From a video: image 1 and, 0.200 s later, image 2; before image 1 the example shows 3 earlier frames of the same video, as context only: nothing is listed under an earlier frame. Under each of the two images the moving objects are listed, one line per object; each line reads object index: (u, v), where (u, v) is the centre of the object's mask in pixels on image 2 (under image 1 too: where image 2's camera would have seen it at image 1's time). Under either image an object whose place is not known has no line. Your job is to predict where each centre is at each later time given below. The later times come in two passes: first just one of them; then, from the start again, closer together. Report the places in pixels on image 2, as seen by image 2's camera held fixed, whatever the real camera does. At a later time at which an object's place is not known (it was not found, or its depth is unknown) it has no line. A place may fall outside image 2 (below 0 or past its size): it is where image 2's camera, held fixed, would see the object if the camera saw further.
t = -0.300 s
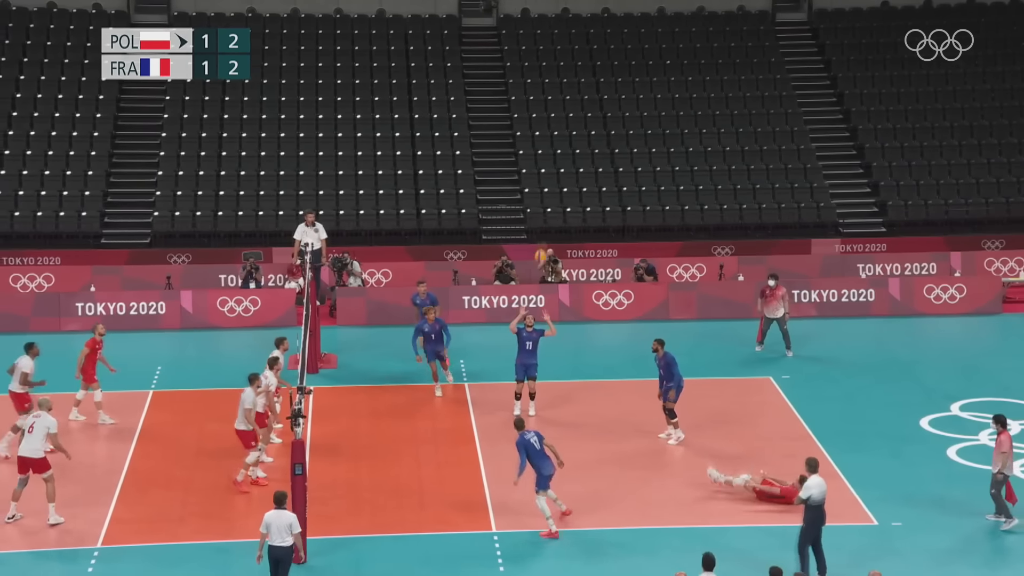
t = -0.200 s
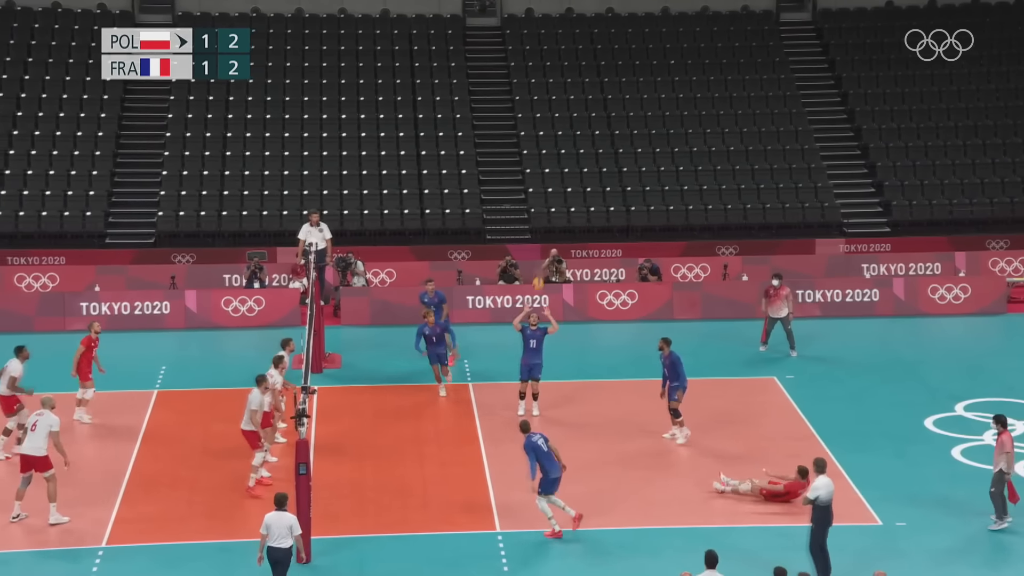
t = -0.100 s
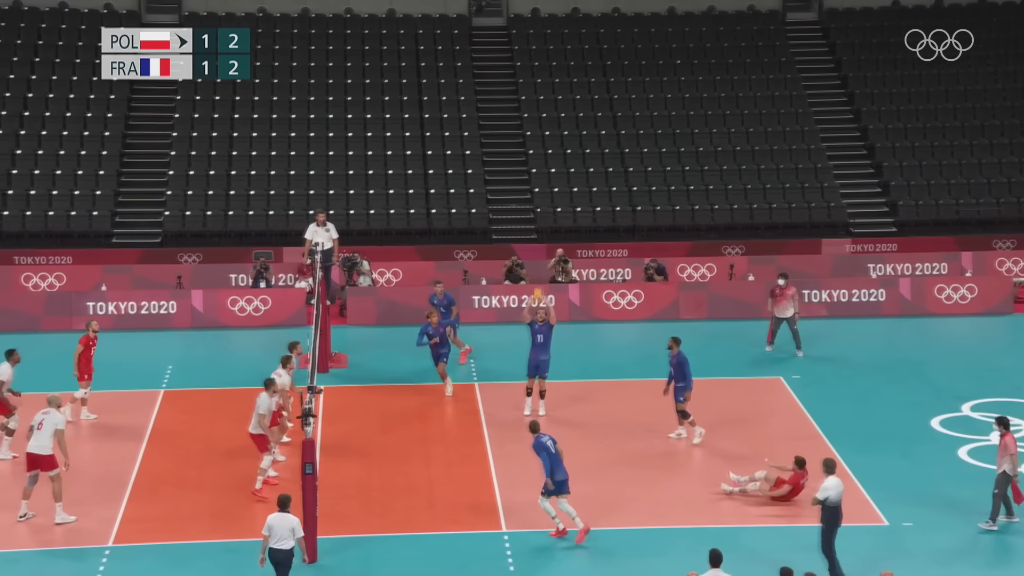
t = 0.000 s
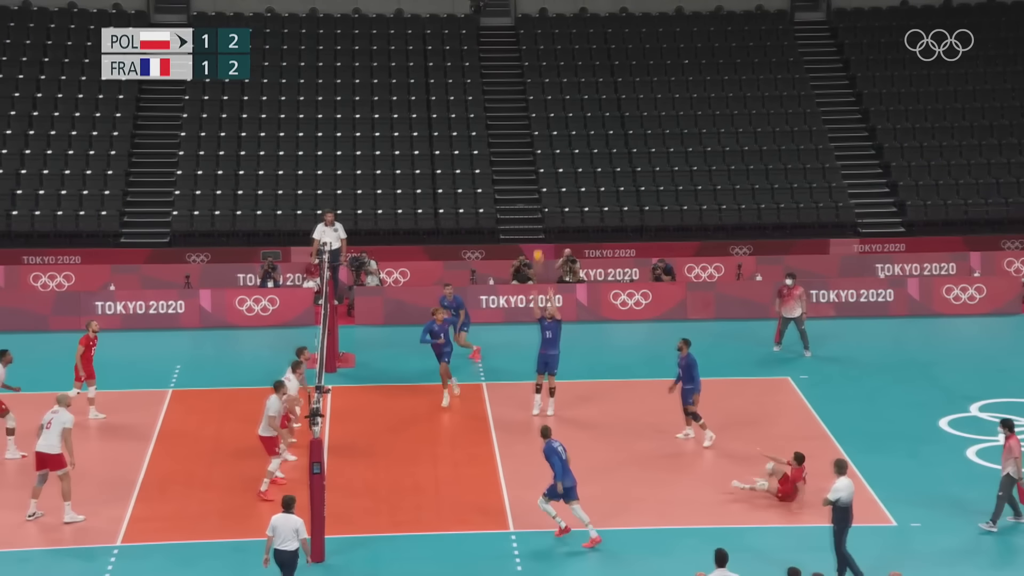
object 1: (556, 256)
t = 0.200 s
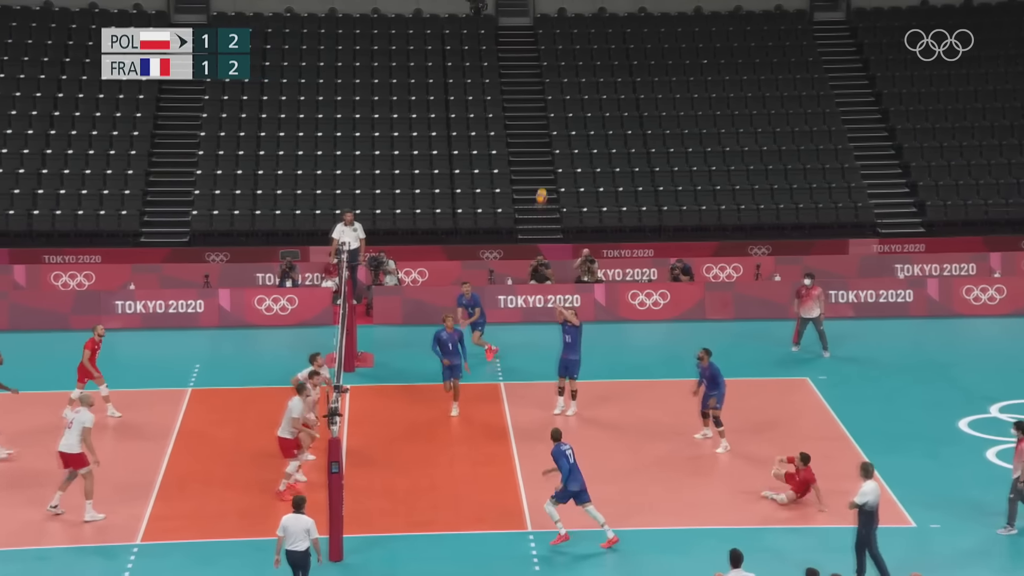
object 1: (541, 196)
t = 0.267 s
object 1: (538, 180)
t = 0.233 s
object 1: (539, 188)
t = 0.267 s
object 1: (538, 180)
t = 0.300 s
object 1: (535, 173)
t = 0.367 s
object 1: (531, 161)
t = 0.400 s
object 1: (530, 156)
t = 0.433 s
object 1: (528, 151)
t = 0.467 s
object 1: (526, 148)
